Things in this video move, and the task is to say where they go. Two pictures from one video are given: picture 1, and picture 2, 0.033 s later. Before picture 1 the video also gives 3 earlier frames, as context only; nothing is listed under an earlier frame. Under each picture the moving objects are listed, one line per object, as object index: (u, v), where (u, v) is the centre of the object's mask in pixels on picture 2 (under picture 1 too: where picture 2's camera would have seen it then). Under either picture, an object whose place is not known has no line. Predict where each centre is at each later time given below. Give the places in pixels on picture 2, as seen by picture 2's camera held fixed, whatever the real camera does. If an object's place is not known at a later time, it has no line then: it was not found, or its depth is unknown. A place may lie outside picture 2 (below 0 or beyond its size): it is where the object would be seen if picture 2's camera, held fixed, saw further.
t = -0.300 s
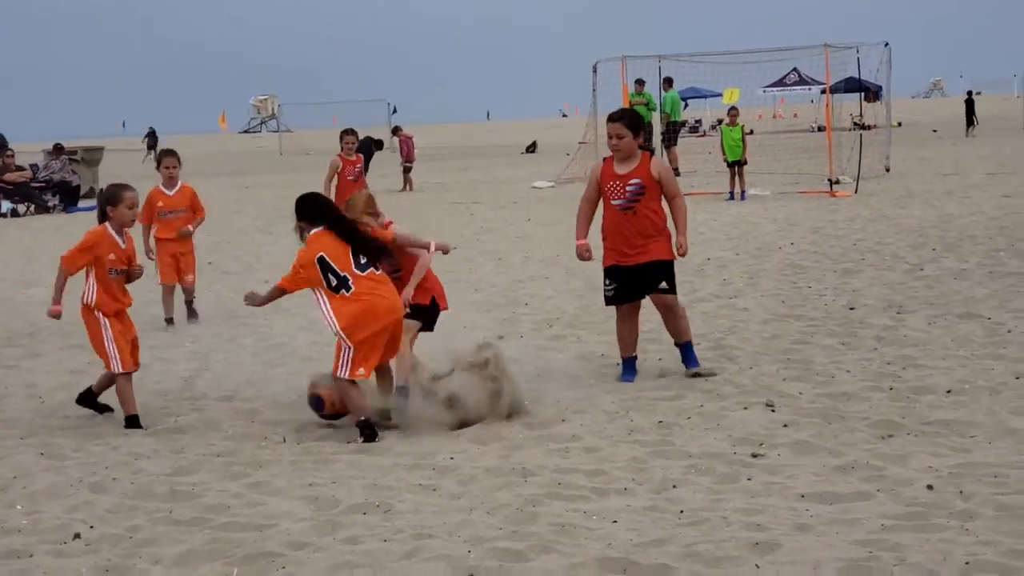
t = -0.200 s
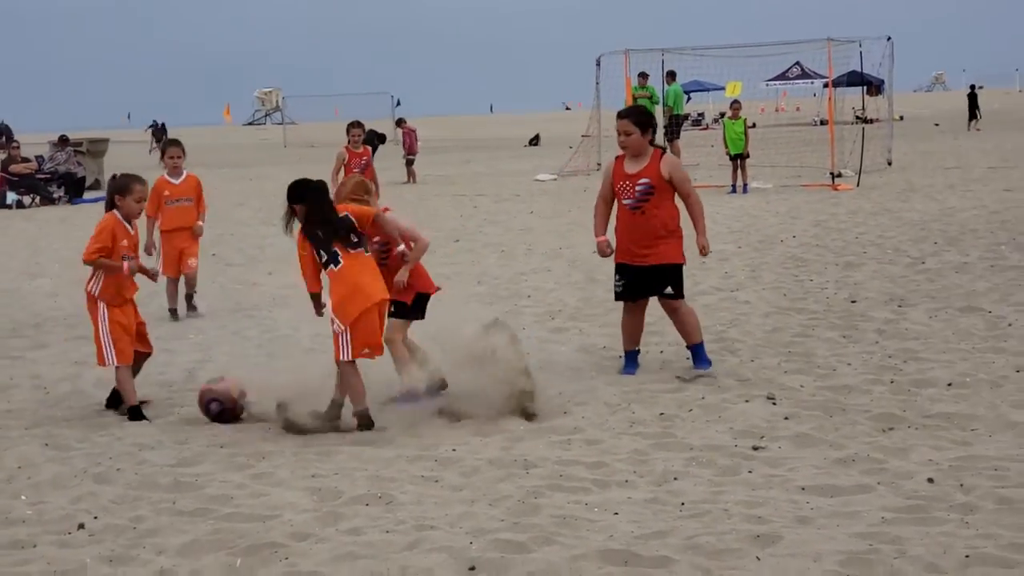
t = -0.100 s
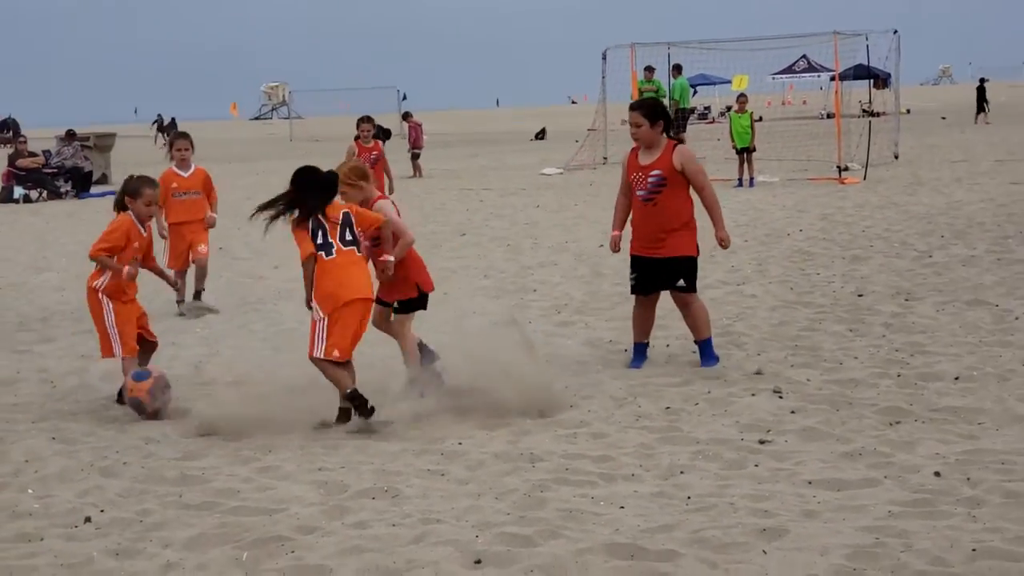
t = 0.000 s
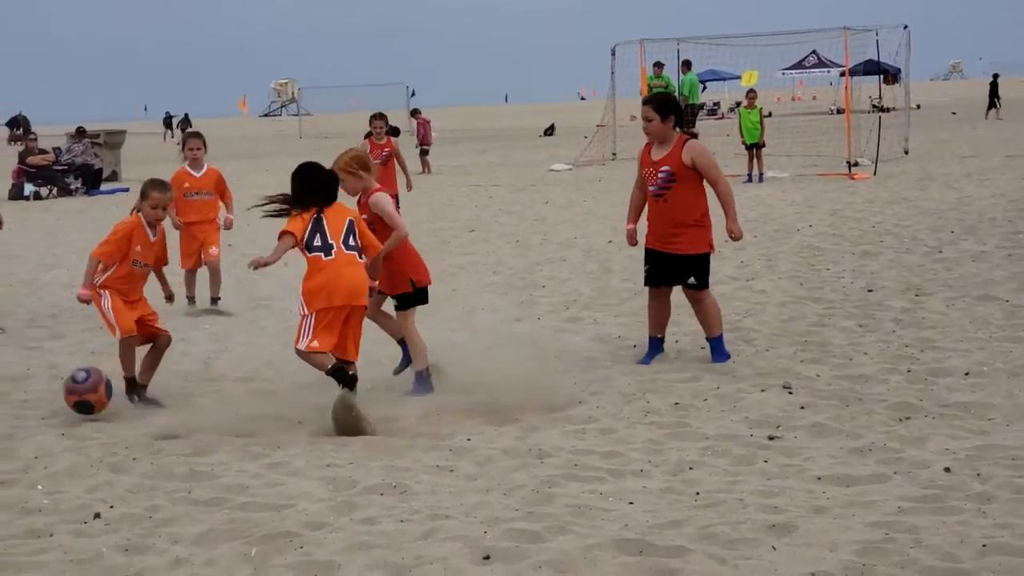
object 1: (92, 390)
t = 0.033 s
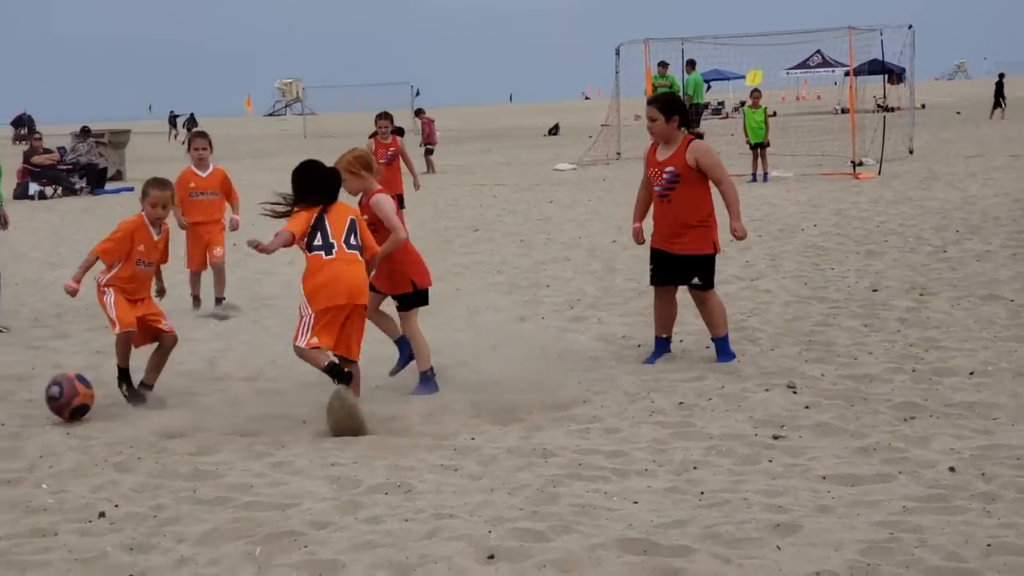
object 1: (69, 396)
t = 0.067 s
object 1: (47, 401)
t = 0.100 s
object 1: (26, 405)
